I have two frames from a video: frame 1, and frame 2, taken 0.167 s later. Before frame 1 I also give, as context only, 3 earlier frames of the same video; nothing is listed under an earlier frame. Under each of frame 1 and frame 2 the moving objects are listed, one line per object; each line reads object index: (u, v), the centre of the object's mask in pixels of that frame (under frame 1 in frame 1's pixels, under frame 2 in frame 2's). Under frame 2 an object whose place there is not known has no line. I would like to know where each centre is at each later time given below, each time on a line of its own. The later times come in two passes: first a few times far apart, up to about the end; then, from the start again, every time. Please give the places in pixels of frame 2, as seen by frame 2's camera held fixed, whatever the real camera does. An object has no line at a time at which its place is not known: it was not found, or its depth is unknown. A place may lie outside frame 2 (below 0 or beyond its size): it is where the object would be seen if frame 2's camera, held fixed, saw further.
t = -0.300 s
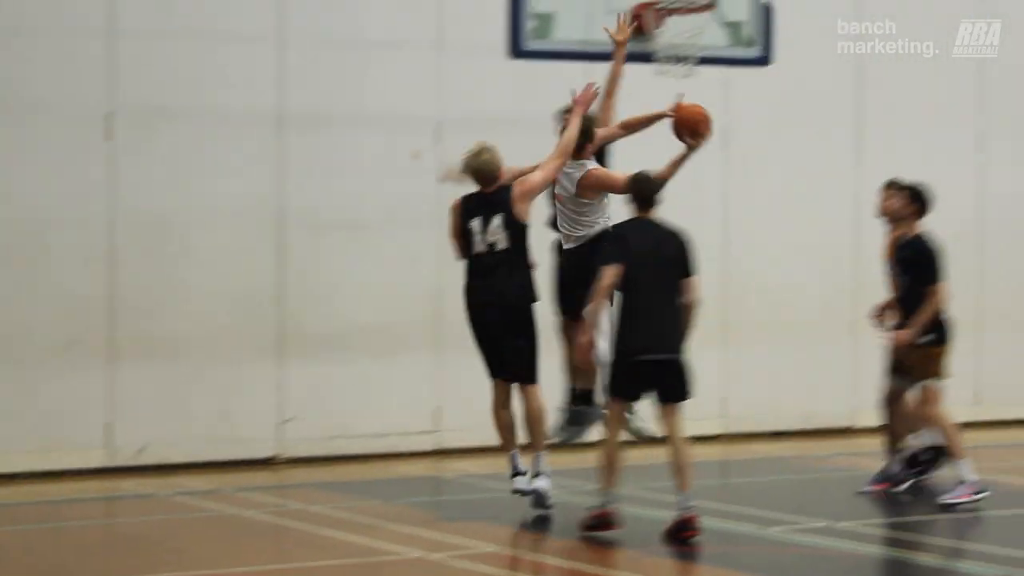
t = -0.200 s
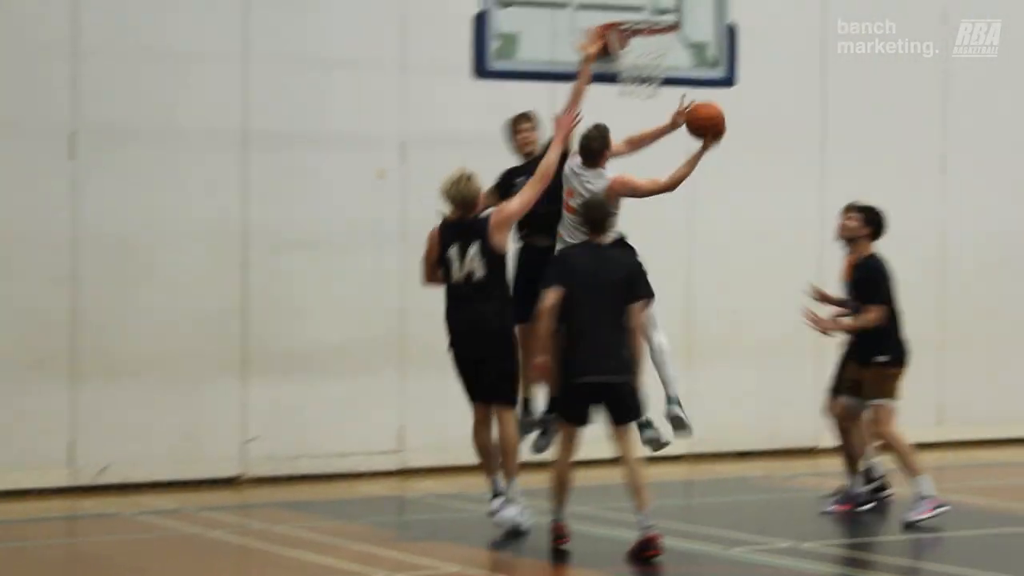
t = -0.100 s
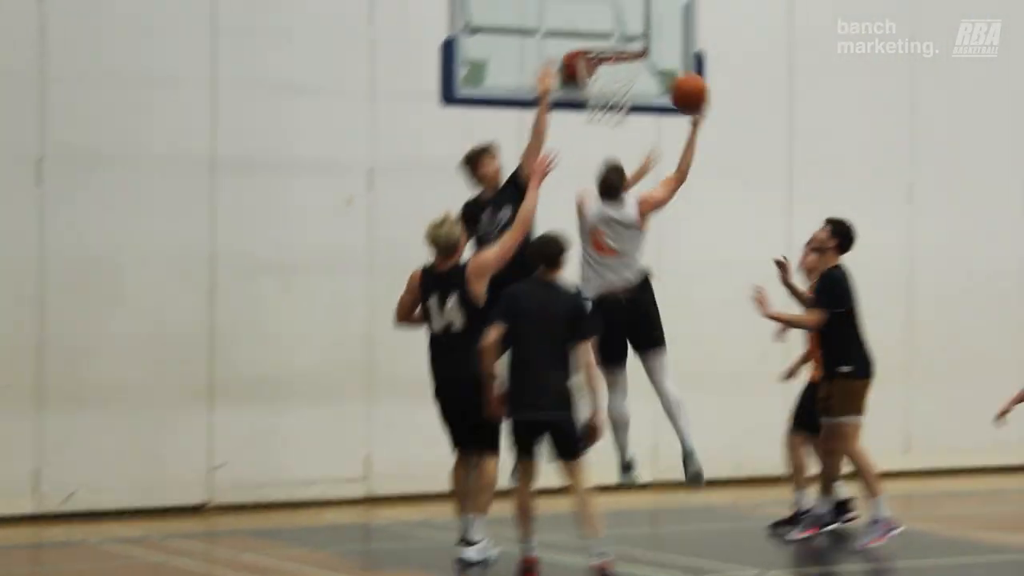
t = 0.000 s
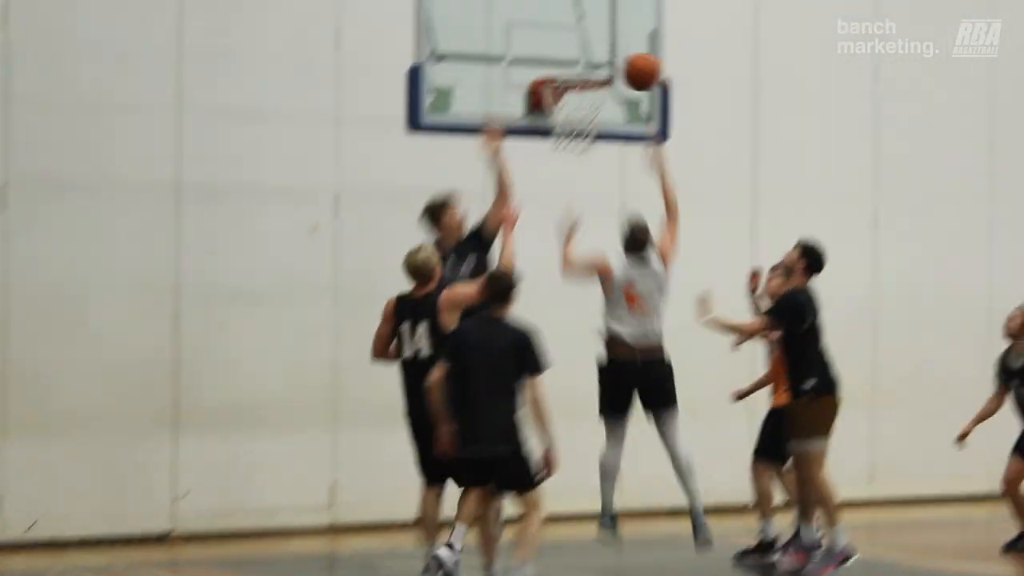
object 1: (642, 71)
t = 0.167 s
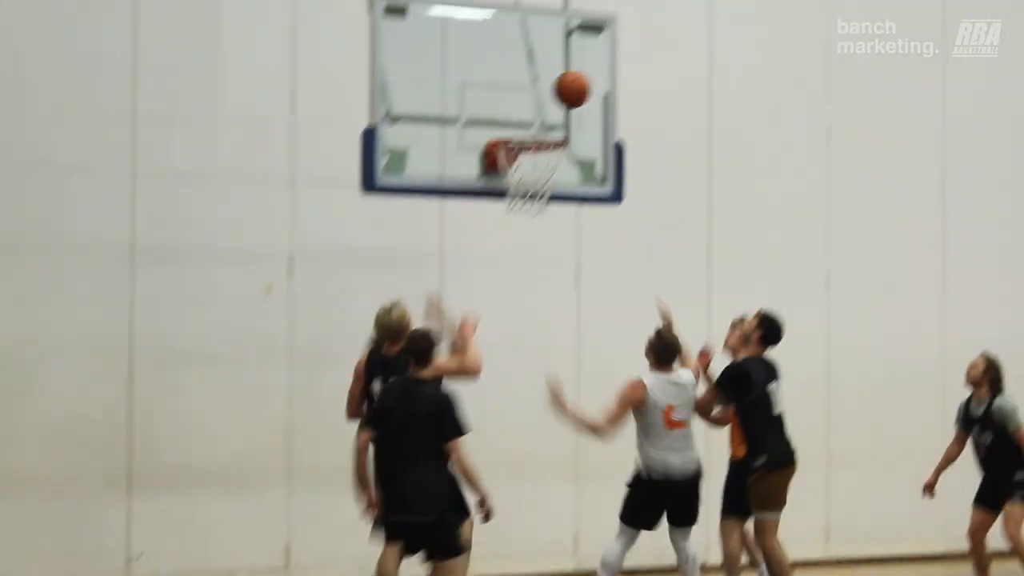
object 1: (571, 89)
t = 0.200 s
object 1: (568, 85)
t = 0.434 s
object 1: (549, 104)
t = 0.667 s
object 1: (600, 117)
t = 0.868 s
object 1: (653, 151)
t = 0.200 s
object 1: (568, 85)
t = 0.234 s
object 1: (563, 84)
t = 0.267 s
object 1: (559, 84)
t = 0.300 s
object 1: (554, 85)
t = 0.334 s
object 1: (549, 90)
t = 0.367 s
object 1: (544, 95)
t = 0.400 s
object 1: (544, 99)
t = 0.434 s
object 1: (549, 104)
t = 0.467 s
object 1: (554, 113)
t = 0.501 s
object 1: (559, 121)
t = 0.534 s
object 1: (566, 126)
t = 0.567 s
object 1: (574, 122)
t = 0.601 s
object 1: (582, 119)
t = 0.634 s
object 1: (591, 117)
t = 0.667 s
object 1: (600, 117)
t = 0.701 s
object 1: (609, 119)
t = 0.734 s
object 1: (617, 122)
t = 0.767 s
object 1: (626, 127)
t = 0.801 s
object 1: (635, 134)
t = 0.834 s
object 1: (644, 141)
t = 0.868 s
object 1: (653, 151)
